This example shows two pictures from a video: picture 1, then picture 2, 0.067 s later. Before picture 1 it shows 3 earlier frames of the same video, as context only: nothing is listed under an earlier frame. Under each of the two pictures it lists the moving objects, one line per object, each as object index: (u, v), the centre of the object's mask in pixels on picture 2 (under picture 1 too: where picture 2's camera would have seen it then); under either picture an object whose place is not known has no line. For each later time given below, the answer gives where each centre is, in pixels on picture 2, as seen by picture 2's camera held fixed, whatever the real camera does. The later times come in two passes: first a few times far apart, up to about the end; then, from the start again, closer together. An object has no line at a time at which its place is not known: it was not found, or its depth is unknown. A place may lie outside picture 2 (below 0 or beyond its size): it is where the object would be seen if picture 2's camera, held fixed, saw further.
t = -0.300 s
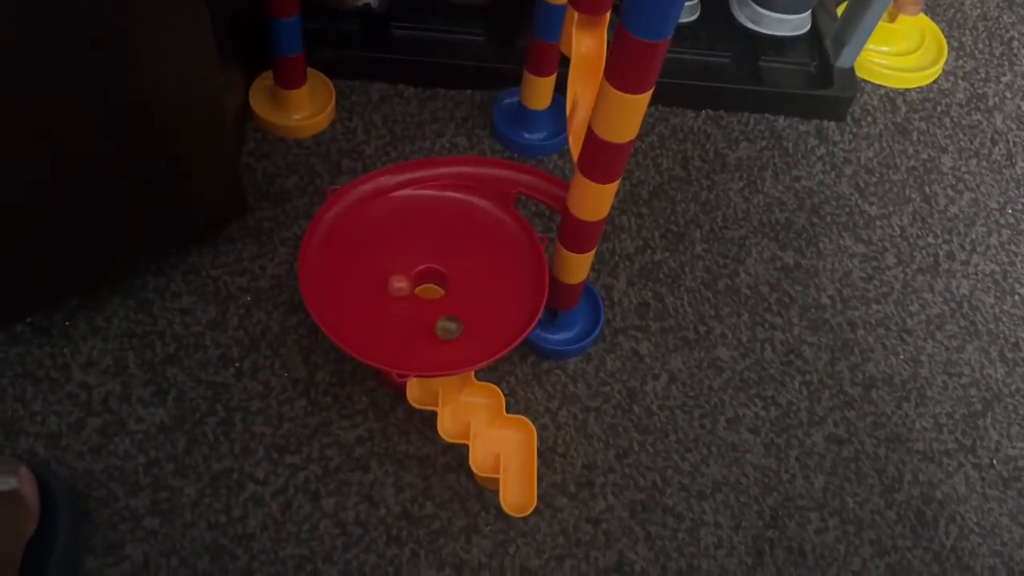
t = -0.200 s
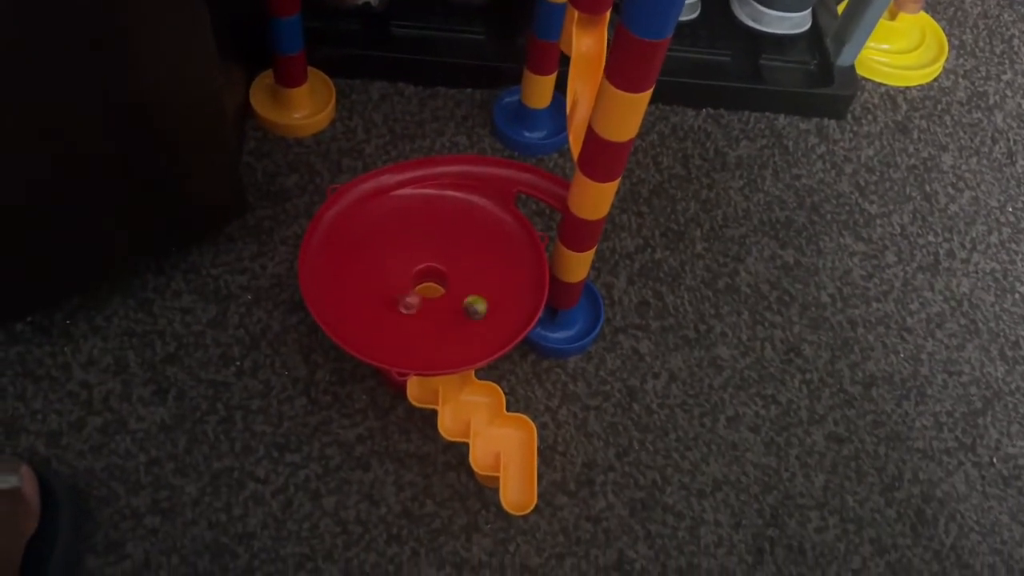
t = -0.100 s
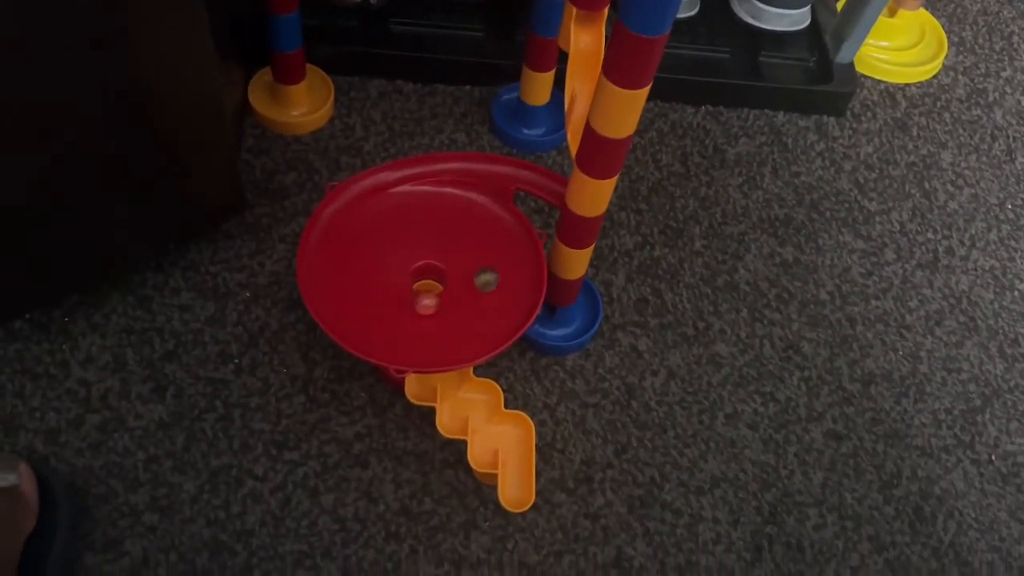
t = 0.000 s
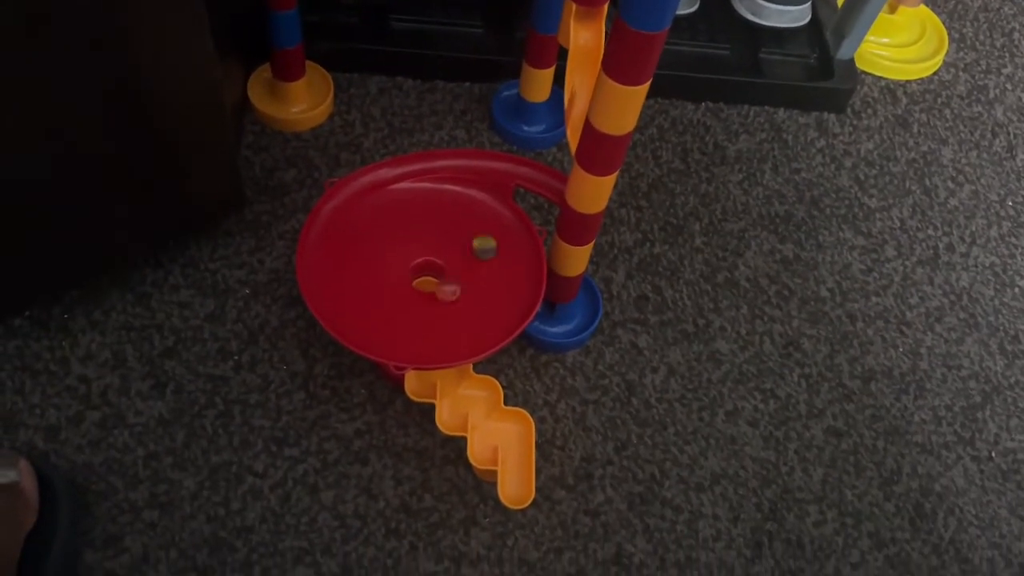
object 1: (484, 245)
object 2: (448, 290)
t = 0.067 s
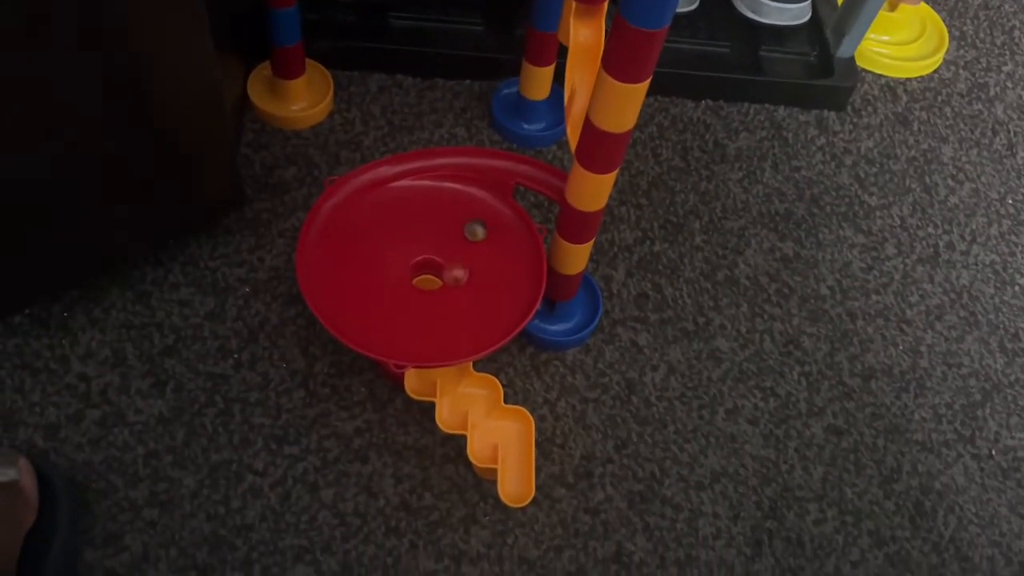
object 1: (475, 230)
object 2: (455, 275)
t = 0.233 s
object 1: (438, 209)
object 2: (448, 242)
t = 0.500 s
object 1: (381, 244)
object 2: (406, 254)
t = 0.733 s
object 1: (405, 305)
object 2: (439, 295)
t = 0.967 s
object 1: (472, 304)
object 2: (457, 273)
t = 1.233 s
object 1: (479, 249)
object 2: (402, 248)
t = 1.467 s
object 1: (416, 222)
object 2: (412, 279)
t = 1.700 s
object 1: (373, 253)
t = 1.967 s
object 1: (432, 298)
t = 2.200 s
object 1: (488, 277)
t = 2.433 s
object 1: (469, 241)
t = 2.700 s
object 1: (390, 245)
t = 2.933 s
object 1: (384, 285)
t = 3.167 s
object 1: (455, 288)
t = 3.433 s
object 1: (473, 242)
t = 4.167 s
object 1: (454, 287)
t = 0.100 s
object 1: (470, 223)
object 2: (457, 268)
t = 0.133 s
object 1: (463, 218)
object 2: (456, 259)
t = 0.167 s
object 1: (454, 213)
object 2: (454, 252)
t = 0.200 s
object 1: (445, 209)
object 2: (451, 245)
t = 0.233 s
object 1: (438, 209)
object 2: (448, 242)
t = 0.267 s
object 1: (429, 209)
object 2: (443, 237)
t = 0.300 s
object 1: (421, 209)
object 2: (435, 234)
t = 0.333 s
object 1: (413, 212)
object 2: (429, 233)
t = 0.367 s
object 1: (406, 216)
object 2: (423, 234)
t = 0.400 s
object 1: (398, 222)
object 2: (418, 237)
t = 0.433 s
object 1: (390, 228)
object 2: (413, 242)
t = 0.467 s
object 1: (385, 237)
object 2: (408, 248)
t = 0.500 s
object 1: (381, 244)
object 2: (406, 254)
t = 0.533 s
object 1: (378, 253)
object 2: (407, 262)
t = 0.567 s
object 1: (378, 263)
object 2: (408, 272)
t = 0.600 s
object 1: (379, 273)
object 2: (412, 278)
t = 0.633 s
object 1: (383, 283)
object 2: (419, 285)
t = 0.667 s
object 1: (388, 292)
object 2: (425, 290)
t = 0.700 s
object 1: (395, 298)
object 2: (432, 294)
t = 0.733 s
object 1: (405, 305)
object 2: (439, 295)
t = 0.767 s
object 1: (415, 309)
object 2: (445, 296)
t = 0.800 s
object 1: (425, 312)
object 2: (451, 295)
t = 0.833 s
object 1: (437, 313)
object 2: (456, 293)
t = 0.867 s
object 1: (447, 313)
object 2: (458, 289)
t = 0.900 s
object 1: (457, 312)
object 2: (460, 283)
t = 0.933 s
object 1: (465, 309)
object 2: (460, 277)
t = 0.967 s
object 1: (472, 304)
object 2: (457, 273)
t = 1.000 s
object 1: (479, 300)
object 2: (453, 266)
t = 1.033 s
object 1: (484, 292)
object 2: (448, 260)
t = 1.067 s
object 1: (487, 284)
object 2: (440, 254)
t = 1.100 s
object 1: (489, 278)
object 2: (431, 251)
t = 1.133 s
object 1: (488, 271)
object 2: (425, 248)
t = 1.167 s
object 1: (486, 262)
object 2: (417, 246)
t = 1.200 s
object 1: (484, 255)
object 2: (409, 246)
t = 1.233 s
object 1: (479, 249)
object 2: (402, 248)
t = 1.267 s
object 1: (472, 241)
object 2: (398, 250)
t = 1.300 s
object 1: (463, 234)
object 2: (395, 254)
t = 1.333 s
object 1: (456, 231)
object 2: (395, 259)
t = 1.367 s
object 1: (446, 226)
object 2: (395, 264)
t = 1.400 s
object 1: (436, 224)
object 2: (397, 268)
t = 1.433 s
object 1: (425, 222)
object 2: (405, 274)
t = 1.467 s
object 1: (416, 222)
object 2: (412, 279)
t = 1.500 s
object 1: (406, 224)
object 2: (421, 282)
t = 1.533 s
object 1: (396, 226)
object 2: (431, 282)
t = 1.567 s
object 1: (389, 230)
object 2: (442, 280)
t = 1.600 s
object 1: (382, 234)
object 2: (451, 277)
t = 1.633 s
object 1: (377, 239)
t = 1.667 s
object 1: (374, 245)
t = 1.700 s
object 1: (373, 253)
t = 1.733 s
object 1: (373, 259)
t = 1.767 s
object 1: (377, 267)
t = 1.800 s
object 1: (381, 275)
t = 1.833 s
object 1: (387, 283)
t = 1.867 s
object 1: (397, 288)
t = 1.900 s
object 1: (407, 295)
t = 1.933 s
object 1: (419, 297)
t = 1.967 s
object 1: (432, 298)
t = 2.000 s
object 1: (445, 300)
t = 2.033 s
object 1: (455, 300)
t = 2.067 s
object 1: (464, 296)
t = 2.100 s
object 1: (473, 292)
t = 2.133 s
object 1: (480, 288)
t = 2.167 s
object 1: (485, 283)
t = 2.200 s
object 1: (488, 277)
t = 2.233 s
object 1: (490, 271)
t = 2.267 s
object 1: (490, 266)
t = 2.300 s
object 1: (489, 260)
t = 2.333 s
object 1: (486, 254)
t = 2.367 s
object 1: (482, 250)
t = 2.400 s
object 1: (477, 245)
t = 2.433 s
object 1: (469, 241)
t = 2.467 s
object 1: (461, 238)
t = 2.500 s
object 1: (449, 235)
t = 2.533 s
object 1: (441, 233)
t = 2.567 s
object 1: (431, 233)
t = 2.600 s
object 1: (420, 234)
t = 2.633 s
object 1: (409, 237)
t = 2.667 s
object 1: (399, 240)
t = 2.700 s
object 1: (390, 245)
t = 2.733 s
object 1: (383, 250)
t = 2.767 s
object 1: (378, 256)
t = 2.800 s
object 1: (375, 262)
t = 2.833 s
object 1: (375, 267)
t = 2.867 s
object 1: (376, 273)
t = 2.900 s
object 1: (379, 279)
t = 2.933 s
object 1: (384, 285)
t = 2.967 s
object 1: (392, 289)
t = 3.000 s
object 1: (401, 294)
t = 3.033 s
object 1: (412, 296)
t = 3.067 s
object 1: (423, 297)
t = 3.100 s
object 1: (435, 295)
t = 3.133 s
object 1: (445, 293)
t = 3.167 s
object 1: (455, 288)
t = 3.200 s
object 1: (465, 281)
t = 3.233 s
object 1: (471, 277)
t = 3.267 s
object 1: (475, 271)
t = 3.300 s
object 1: (479, 263)
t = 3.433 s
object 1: (473, 242)
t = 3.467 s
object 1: (466, 238)
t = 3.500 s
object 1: (460, 235)
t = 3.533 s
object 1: (452, 235)
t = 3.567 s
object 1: (445, 233)
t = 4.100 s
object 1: (440, 298)
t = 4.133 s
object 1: (449, 293)
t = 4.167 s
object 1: (454, 287)
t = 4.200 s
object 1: (460, 279)
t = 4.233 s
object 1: (463, 271)
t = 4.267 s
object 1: (466, 264)
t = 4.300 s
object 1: (465, 256)
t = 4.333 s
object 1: (463, 248)
